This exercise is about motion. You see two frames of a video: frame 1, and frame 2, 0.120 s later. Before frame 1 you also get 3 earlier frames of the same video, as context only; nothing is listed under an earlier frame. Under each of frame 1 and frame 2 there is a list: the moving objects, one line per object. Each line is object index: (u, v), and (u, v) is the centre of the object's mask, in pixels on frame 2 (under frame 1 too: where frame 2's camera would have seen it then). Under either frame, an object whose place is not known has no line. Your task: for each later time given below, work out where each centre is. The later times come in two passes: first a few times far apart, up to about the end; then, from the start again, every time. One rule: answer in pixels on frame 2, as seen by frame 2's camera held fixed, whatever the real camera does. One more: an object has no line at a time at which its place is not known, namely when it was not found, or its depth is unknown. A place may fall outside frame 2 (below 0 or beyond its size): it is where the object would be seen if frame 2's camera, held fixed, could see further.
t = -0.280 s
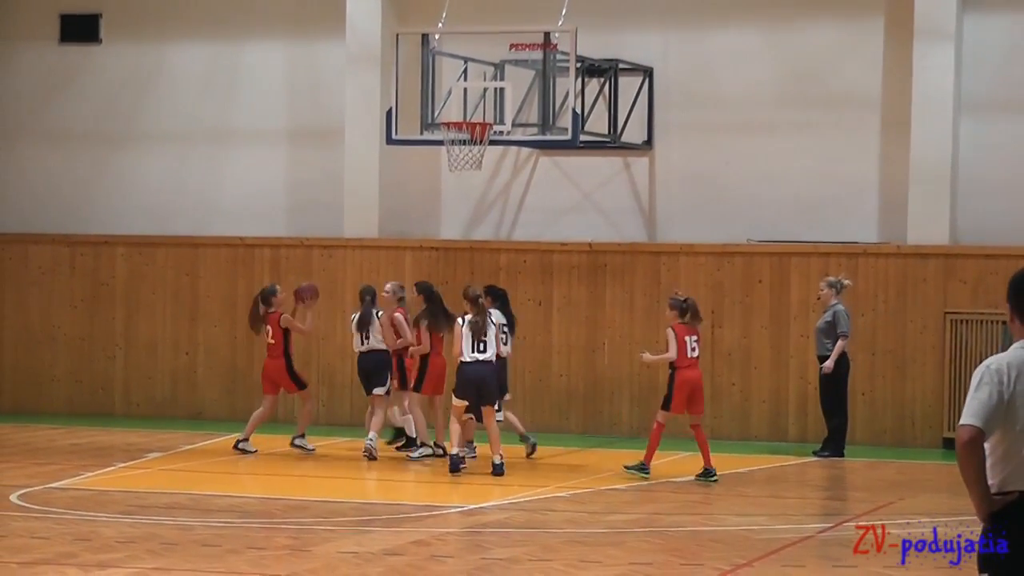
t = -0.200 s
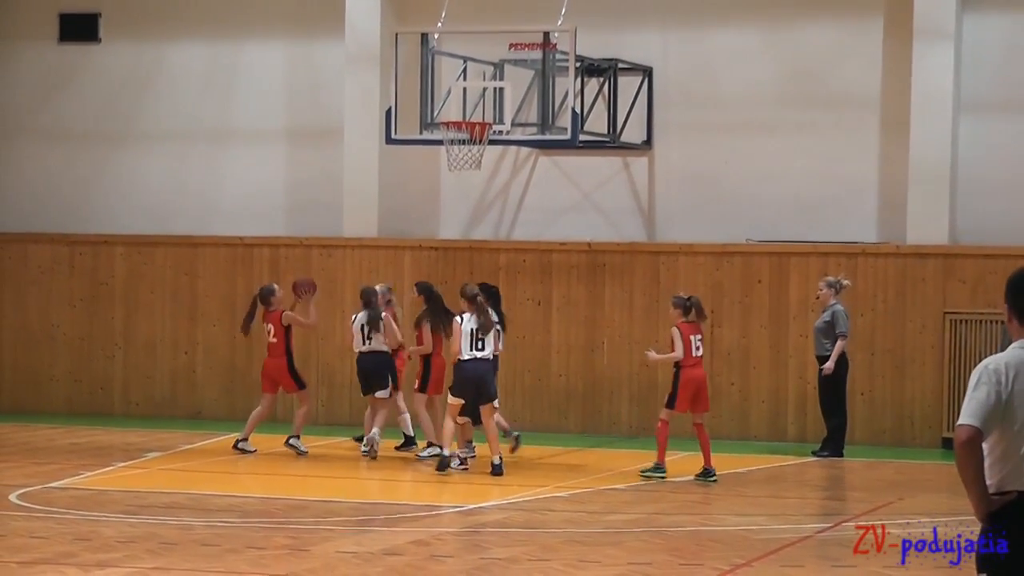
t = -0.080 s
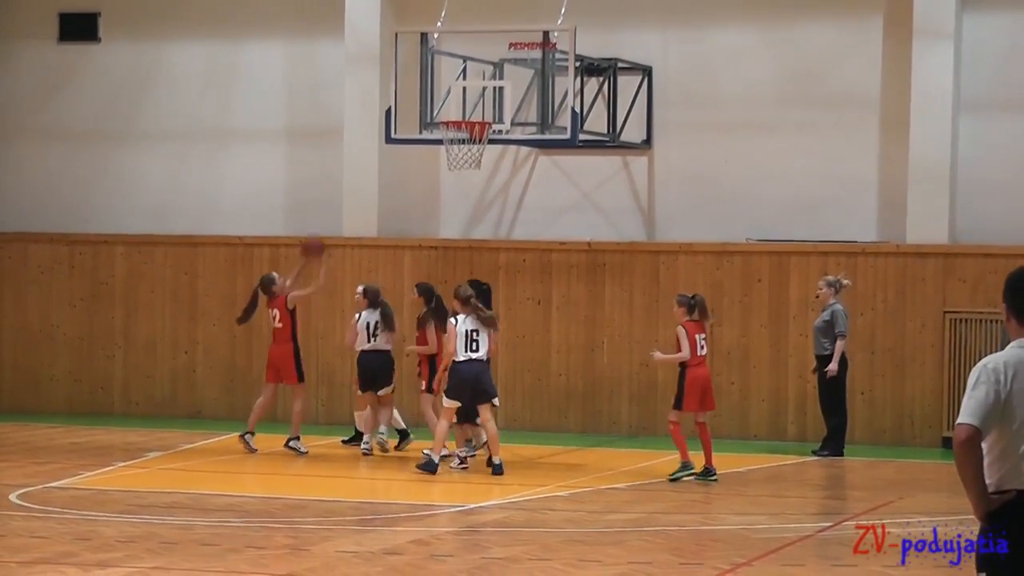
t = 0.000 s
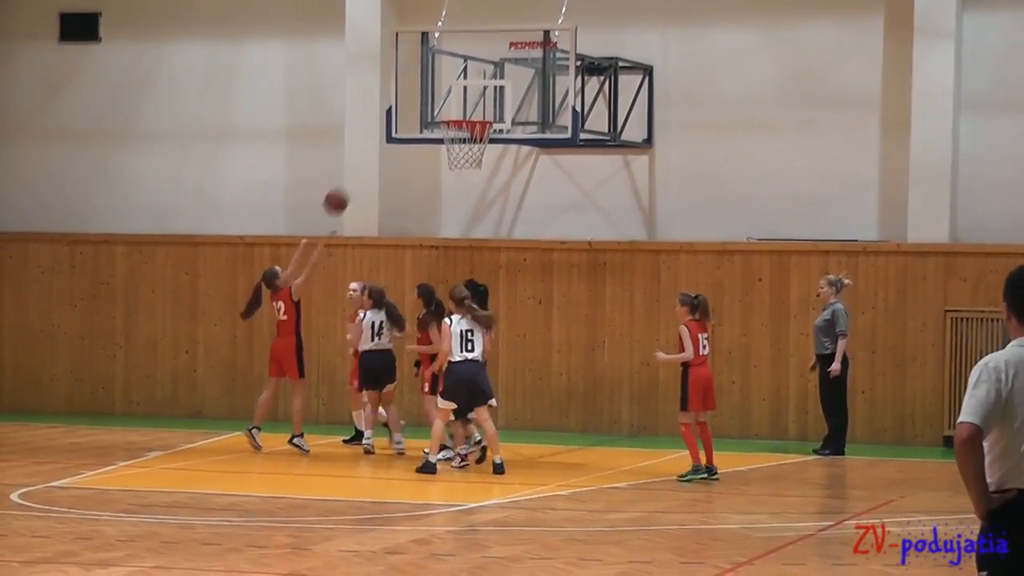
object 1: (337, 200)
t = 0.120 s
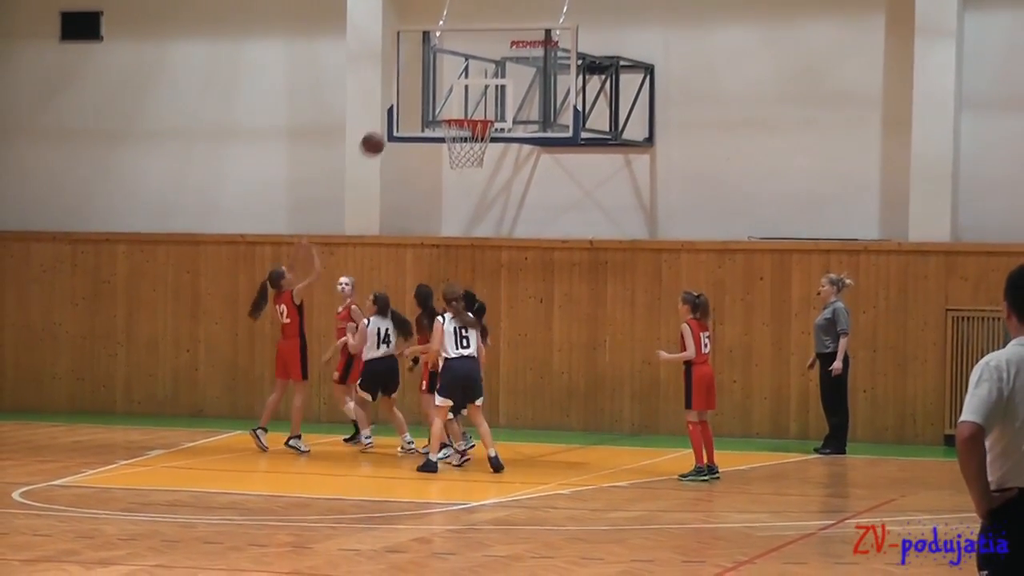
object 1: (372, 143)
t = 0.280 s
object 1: (418, 93)
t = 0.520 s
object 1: (469, 71)
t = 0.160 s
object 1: (383, 128)
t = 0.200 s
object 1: (395, 116)
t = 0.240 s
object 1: (407, 103)
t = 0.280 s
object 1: (418, 93)
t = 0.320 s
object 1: (429, 85)
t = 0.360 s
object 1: (441, 78)
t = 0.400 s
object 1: (451, 73)
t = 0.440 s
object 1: (462, 69)
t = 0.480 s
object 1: (466, 69)
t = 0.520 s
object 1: (469, 71)
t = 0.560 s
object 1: (473, 74)
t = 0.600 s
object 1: (476, 80)
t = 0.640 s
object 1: (480, 86)
